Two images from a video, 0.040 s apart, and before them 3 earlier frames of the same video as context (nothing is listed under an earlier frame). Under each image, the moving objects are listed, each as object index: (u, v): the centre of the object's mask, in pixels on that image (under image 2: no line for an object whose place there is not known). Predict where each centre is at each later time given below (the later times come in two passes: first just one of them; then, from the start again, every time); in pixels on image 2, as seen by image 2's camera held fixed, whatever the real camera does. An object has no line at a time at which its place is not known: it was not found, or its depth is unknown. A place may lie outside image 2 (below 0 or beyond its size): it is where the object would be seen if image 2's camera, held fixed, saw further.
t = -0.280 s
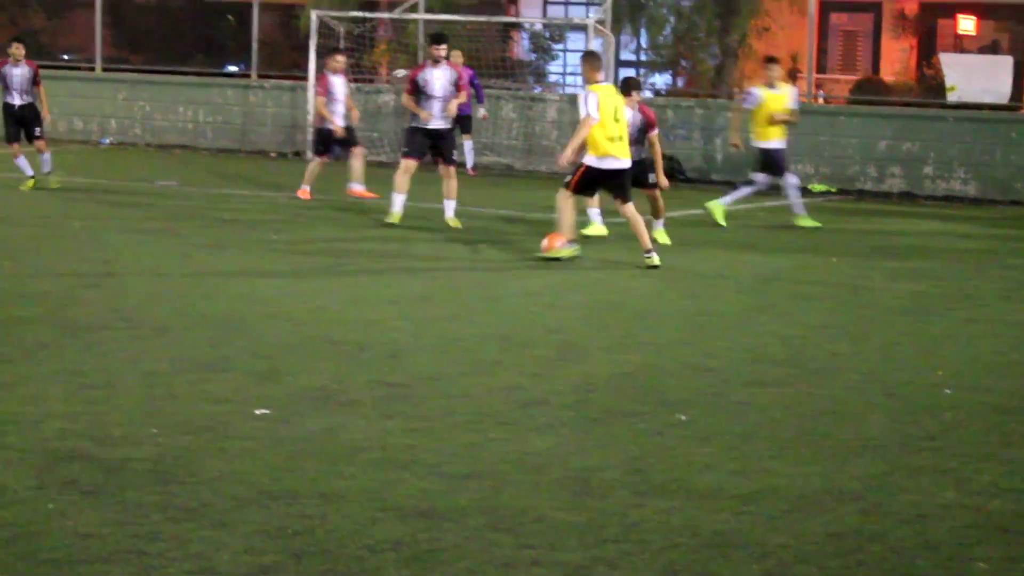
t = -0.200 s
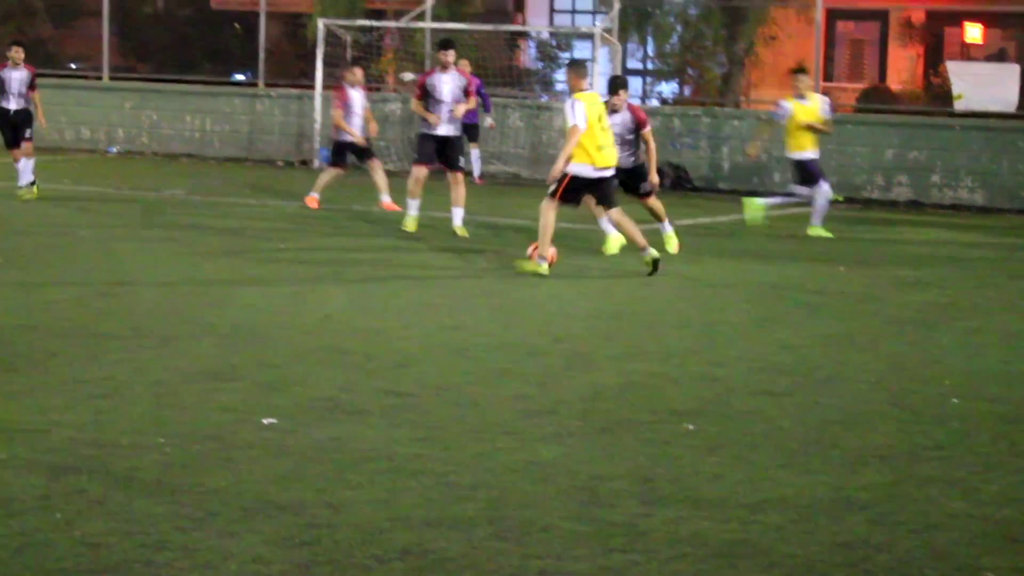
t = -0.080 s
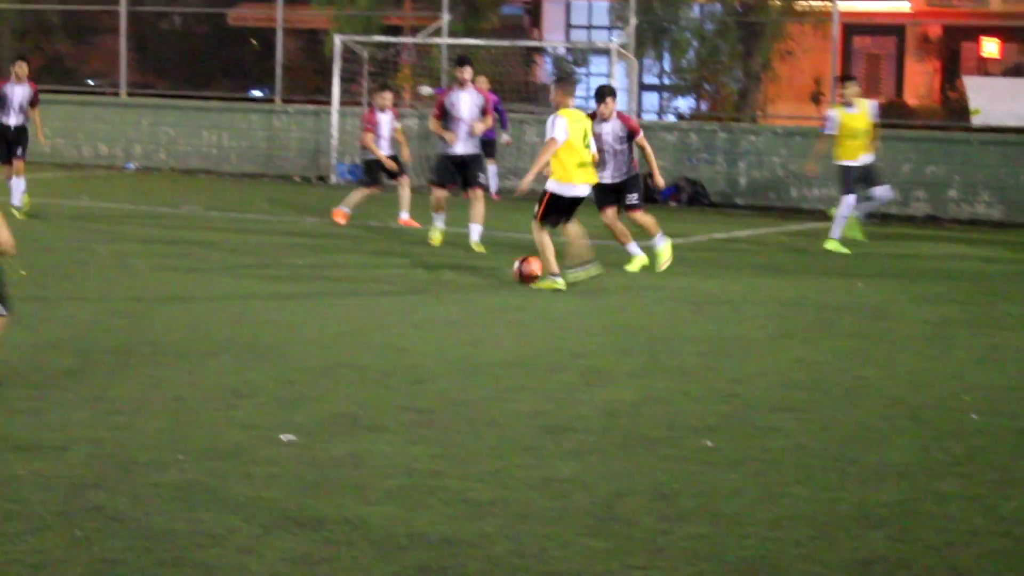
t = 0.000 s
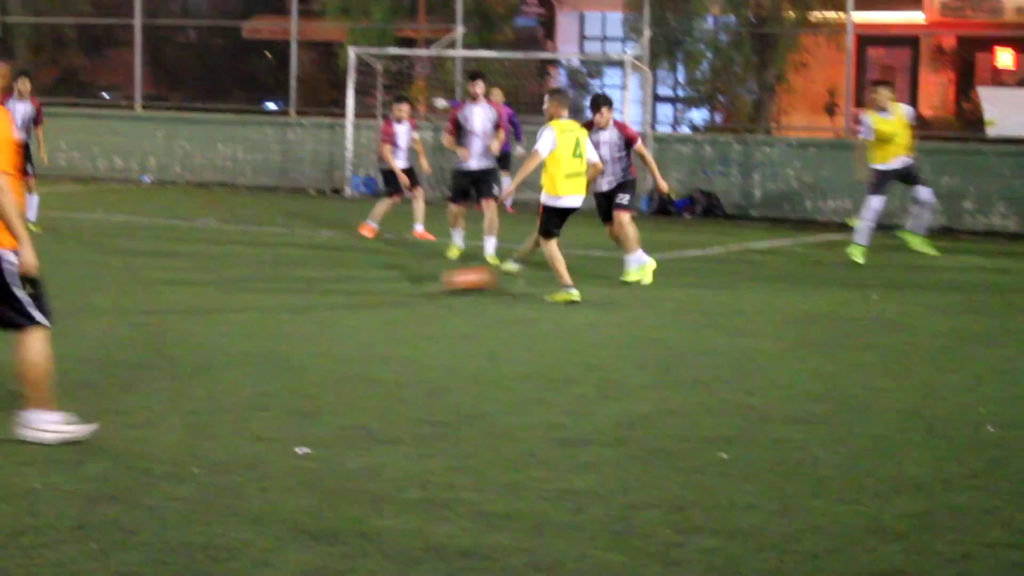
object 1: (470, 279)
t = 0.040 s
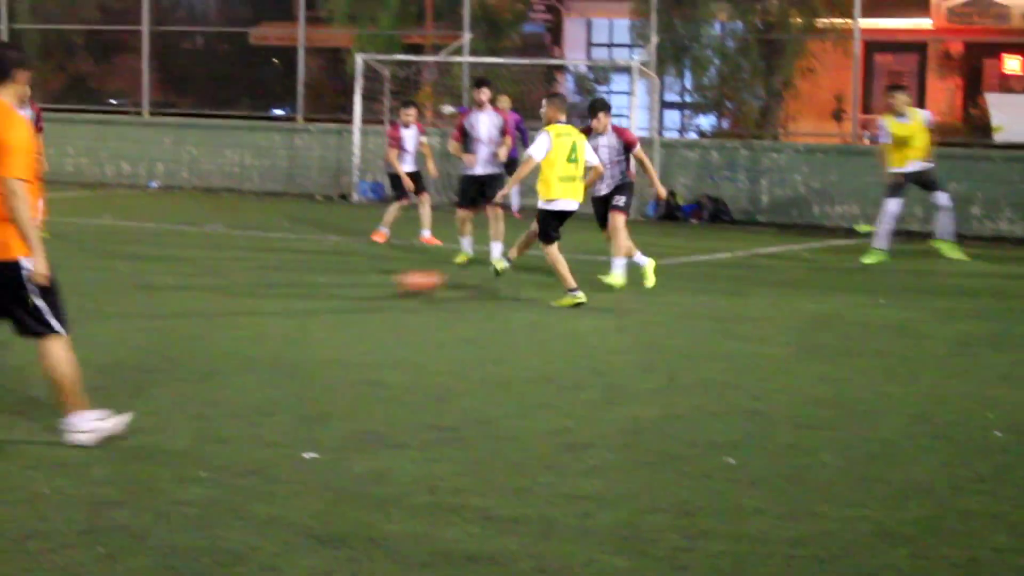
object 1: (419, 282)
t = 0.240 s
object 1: (159, 273)
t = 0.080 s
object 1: (365, 280)
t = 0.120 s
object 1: (309, 280)
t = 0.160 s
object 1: (261, 275)
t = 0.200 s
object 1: (211, 273)
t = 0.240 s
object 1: (159, 273)
